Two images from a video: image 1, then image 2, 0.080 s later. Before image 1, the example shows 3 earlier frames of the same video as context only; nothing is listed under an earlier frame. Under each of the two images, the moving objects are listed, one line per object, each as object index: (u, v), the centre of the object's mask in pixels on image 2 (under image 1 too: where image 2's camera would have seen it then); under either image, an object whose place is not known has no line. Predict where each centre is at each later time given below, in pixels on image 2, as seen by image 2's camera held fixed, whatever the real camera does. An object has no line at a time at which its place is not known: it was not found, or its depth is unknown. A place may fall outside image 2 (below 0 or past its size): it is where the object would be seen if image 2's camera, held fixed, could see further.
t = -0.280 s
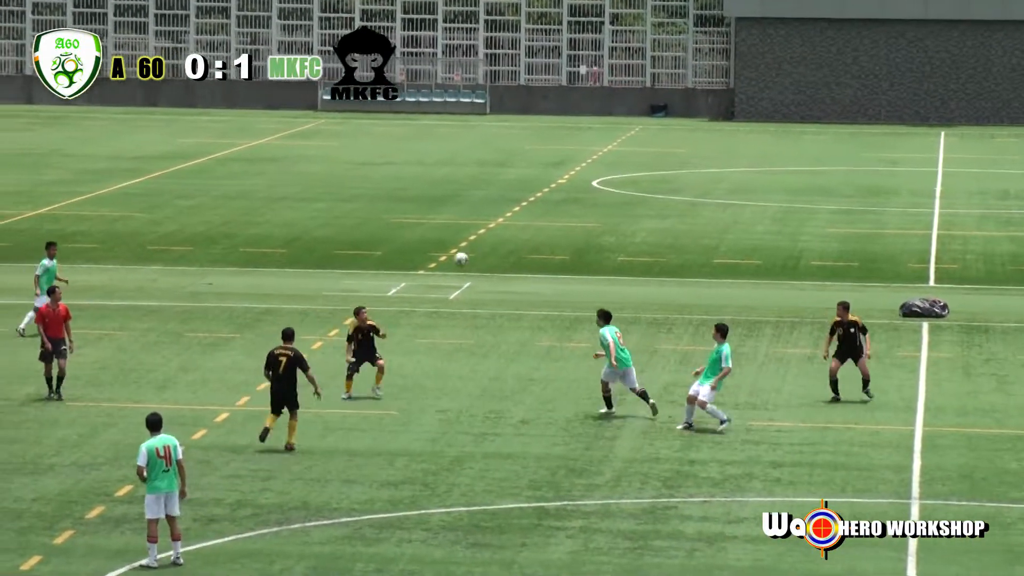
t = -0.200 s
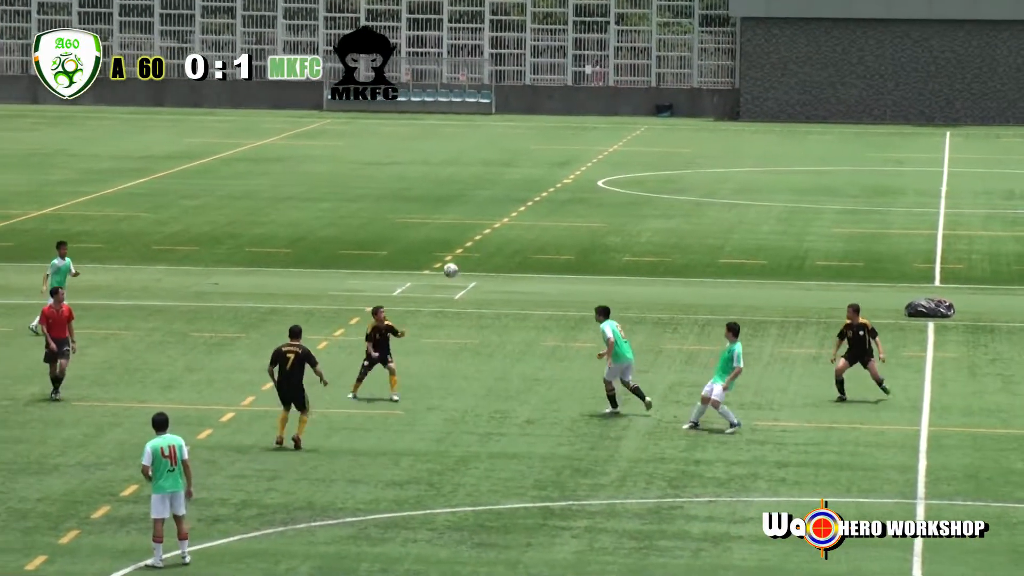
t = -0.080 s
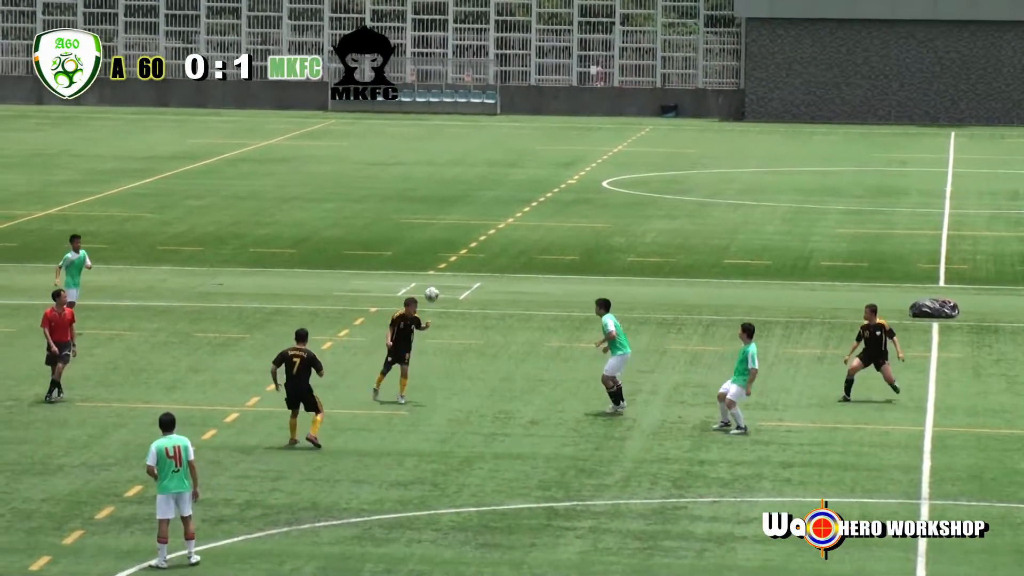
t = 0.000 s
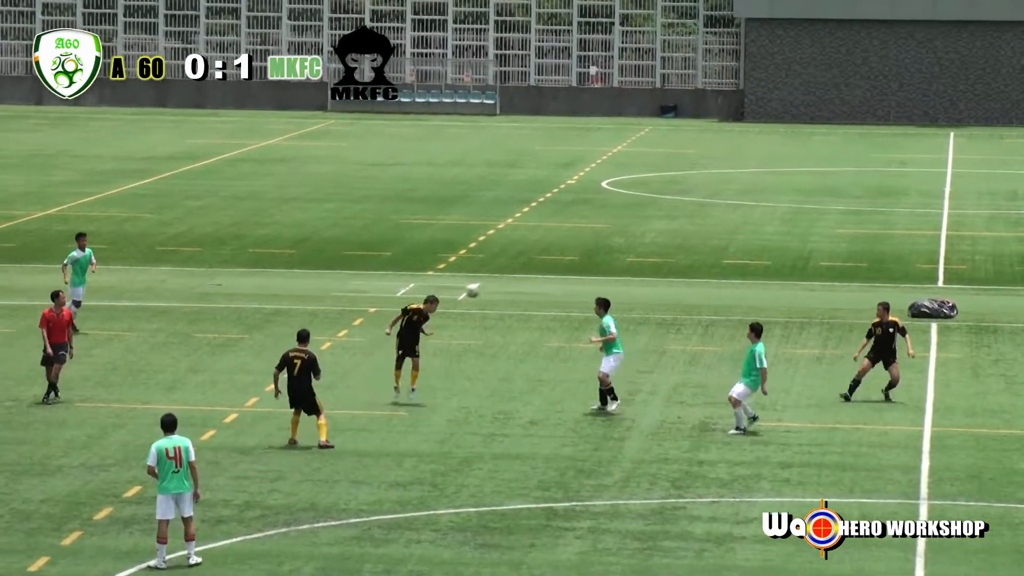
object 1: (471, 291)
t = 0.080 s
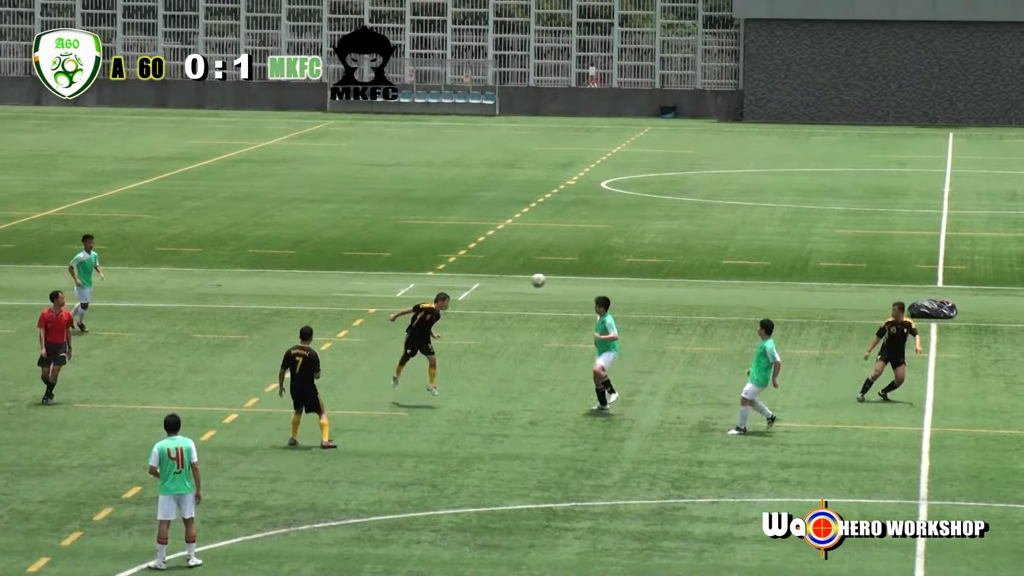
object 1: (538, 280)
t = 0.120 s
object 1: (571, 276)
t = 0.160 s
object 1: (603, 273)
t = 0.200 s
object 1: (636, 271)
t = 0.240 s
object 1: (667, 269)
